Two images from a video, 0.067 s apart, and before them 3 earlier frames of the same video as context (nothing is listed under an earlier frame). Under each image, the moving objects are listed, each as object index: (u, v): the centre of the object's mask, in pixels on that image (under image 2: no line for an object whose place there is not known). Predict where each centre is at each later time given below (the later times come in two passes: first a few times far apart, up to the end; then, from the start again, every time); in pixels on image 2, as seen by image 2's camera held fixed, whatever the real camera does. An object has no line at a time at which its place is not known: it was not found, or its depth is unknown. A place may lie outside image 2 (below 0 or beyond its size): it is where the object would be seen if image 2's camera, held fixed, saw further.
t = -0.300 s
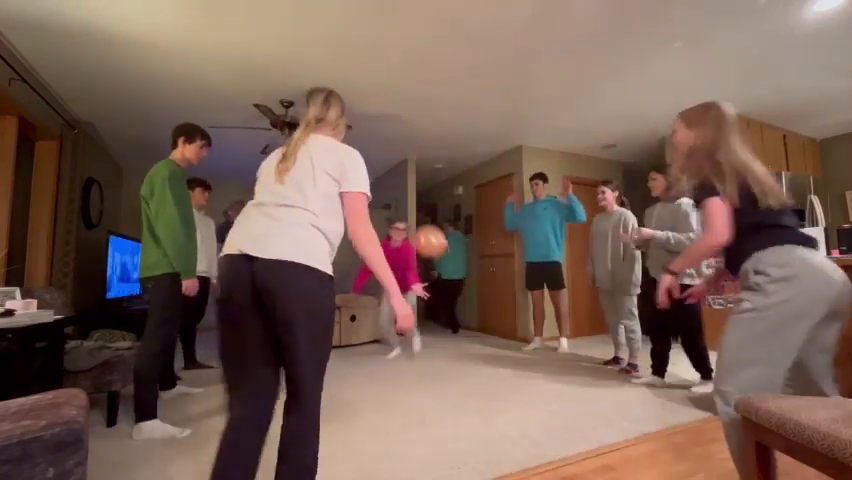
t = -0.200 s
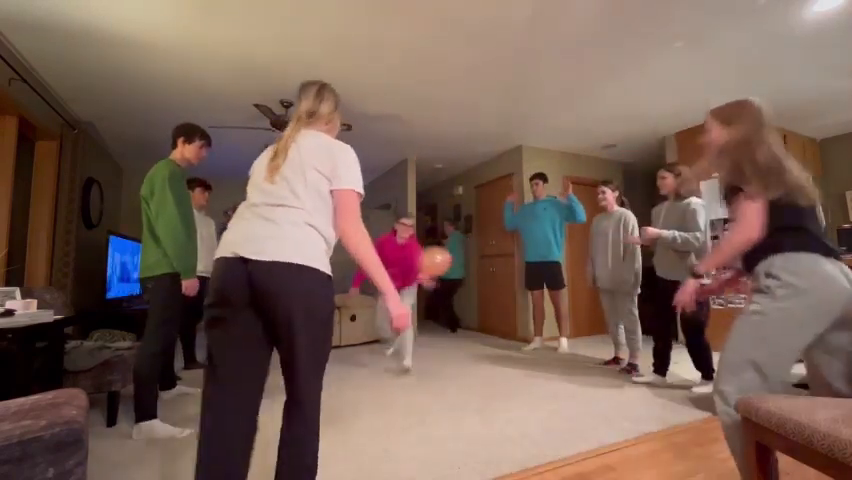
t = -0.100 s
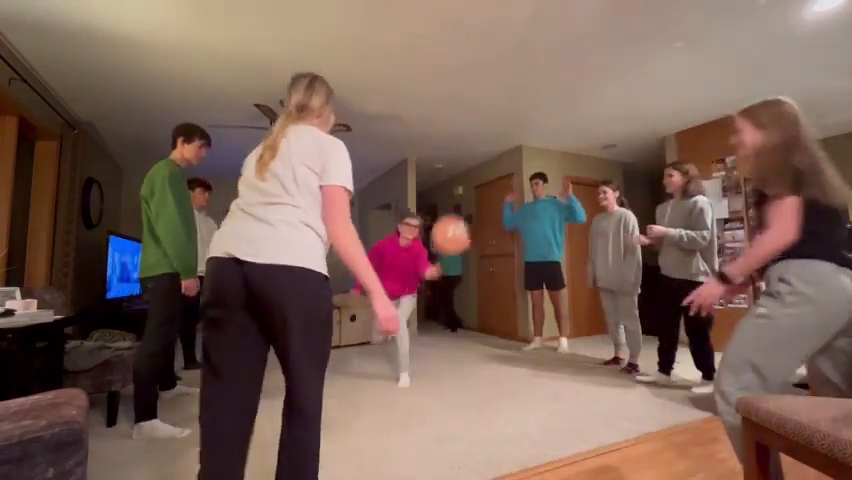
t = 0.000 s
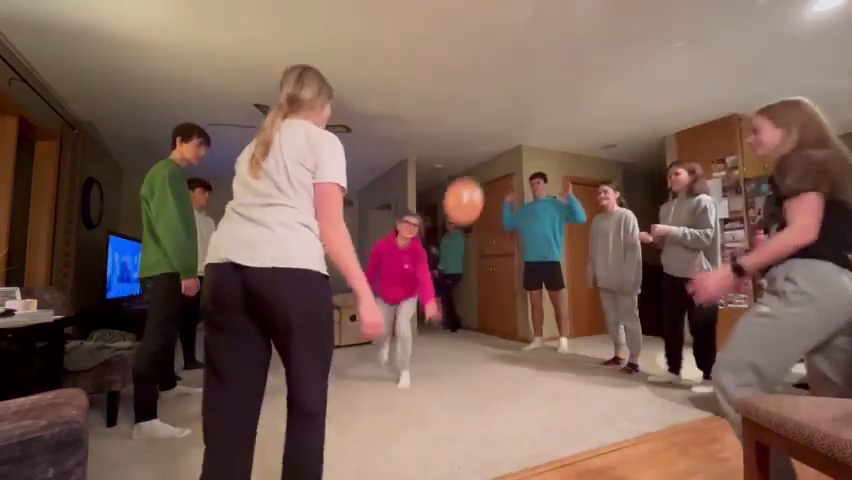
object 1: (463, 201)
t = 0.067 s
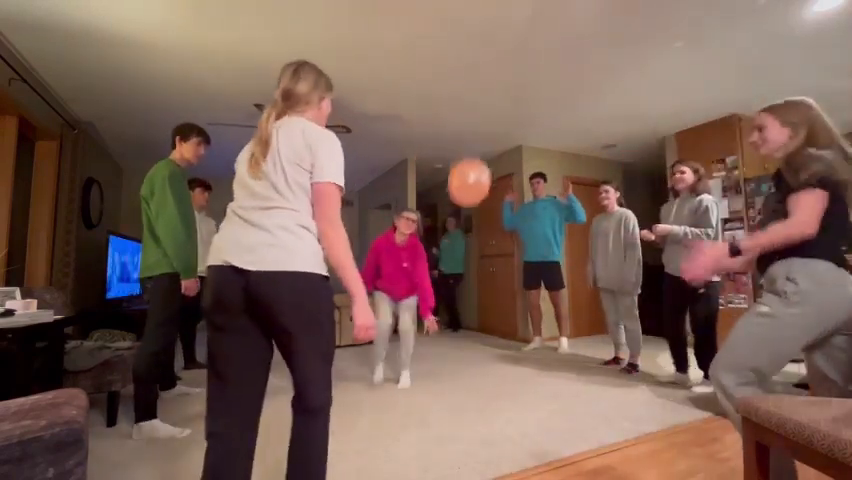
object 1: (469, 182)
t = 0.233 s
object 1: (481, 141)
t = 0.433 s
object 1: (502, 111)
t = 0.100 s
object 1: (471, 173)
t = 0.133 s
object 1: (473, 164)
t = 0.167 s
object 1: (475, 156)
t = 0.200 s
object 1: (478, 148)
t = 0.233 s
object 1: (481, 141)
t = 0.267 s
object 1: (484, 134)
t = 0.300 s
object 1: (487, 128)
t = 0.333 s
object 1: (491, 123)
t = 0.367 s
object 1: (494, 119)
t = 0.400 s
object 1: (498, 115)
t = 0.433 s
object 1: (502, 111)
